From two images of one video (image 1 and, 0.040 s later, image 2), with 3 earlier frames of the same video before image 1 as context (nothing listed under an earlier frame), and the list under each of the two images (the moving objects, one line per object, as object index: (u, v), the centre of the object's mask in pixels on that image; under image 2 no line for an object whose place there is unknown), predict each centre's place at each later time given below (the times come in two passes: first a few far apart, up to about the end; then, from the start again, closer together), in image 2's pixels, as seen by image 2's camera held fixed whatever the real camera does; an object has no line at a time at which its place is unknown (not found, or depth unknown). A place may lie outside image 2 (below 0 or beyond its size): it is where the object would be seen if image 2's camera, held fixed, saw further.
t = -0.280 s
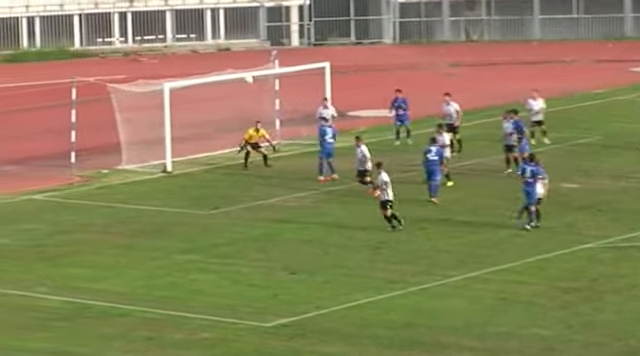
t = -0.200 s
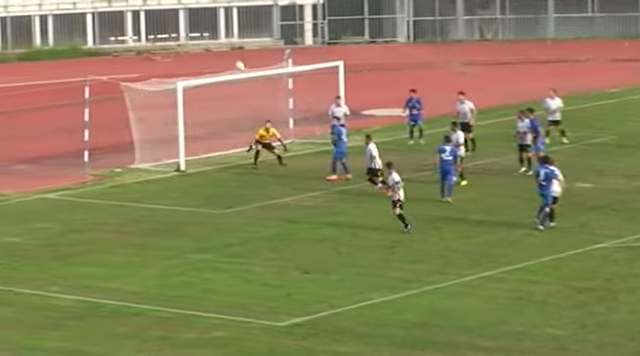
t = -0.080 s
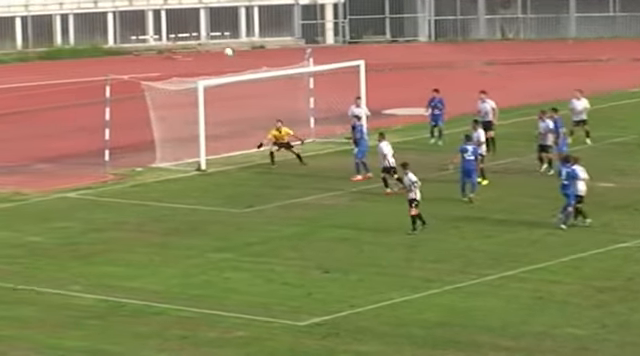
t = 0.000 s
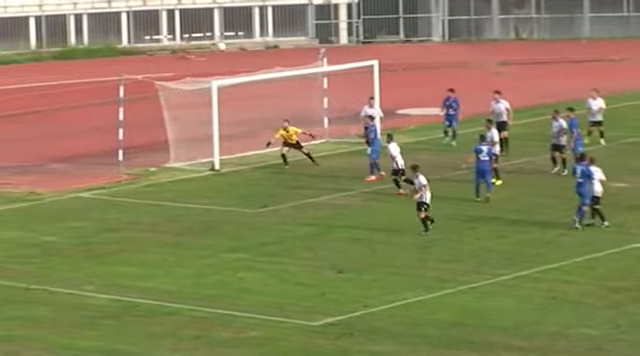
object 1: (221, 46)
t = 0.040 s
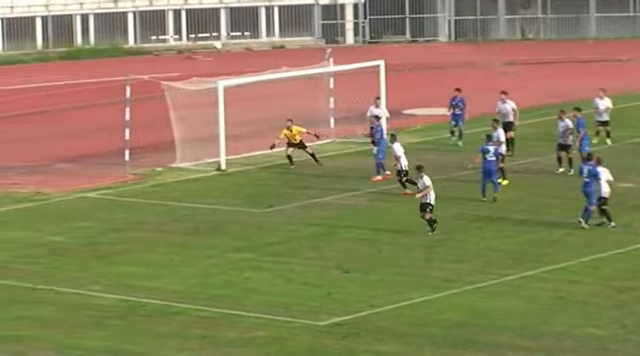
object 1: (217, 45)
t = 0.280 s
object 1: (160, 46)
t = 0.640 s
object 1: (85, 91)
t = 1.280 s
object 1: (-46, 103)
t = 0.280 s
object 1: (160, 46)
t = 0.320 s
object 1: (152, 48)
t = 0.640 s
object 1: (85, 91)
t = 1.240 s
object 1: (-38, 106)
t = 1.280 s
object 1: (-46, 103)
